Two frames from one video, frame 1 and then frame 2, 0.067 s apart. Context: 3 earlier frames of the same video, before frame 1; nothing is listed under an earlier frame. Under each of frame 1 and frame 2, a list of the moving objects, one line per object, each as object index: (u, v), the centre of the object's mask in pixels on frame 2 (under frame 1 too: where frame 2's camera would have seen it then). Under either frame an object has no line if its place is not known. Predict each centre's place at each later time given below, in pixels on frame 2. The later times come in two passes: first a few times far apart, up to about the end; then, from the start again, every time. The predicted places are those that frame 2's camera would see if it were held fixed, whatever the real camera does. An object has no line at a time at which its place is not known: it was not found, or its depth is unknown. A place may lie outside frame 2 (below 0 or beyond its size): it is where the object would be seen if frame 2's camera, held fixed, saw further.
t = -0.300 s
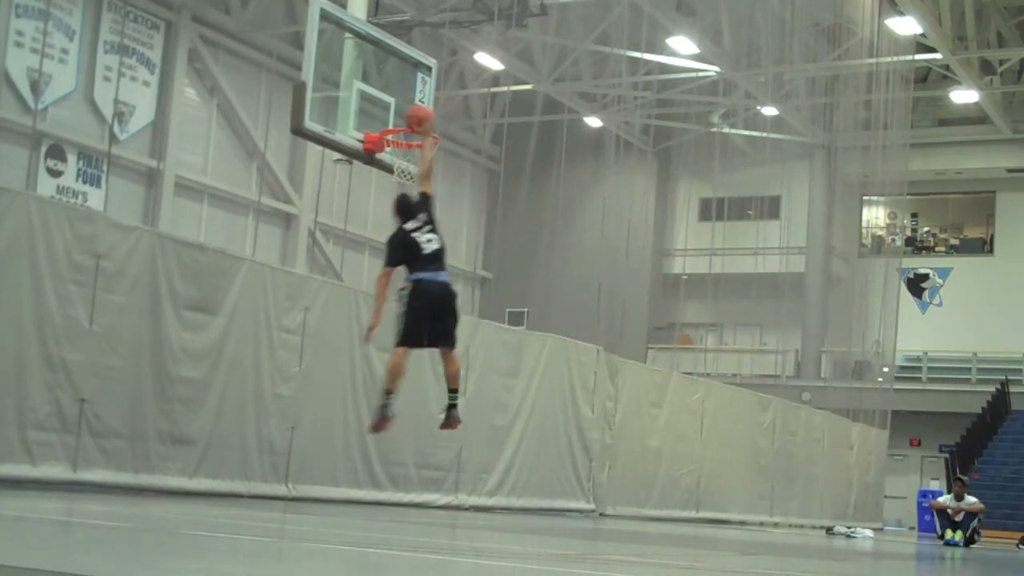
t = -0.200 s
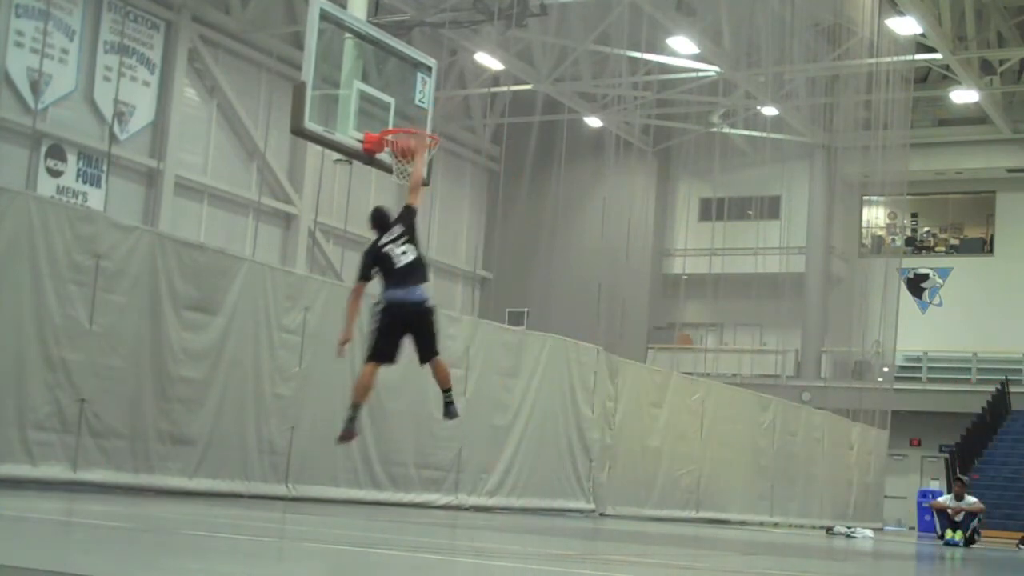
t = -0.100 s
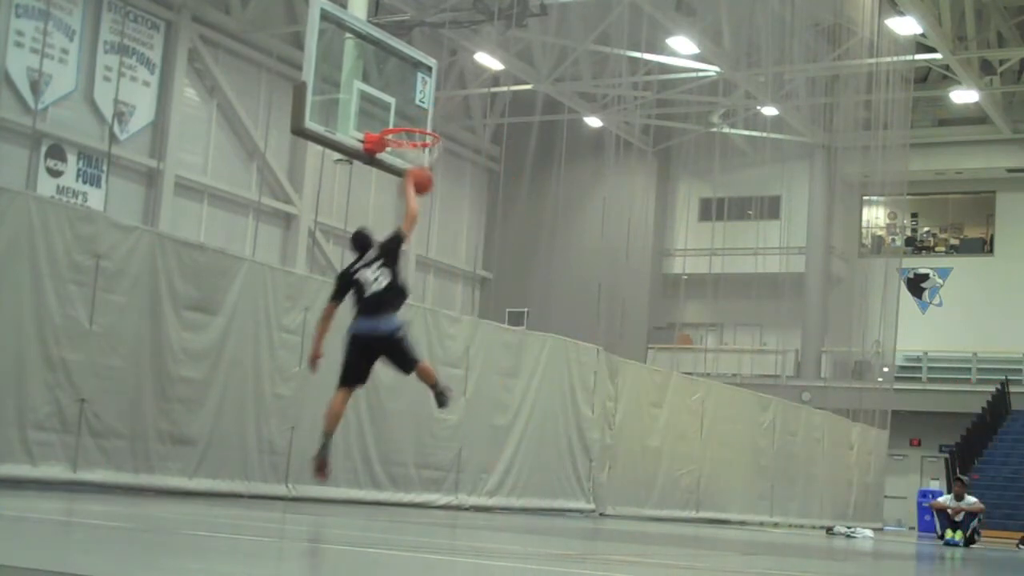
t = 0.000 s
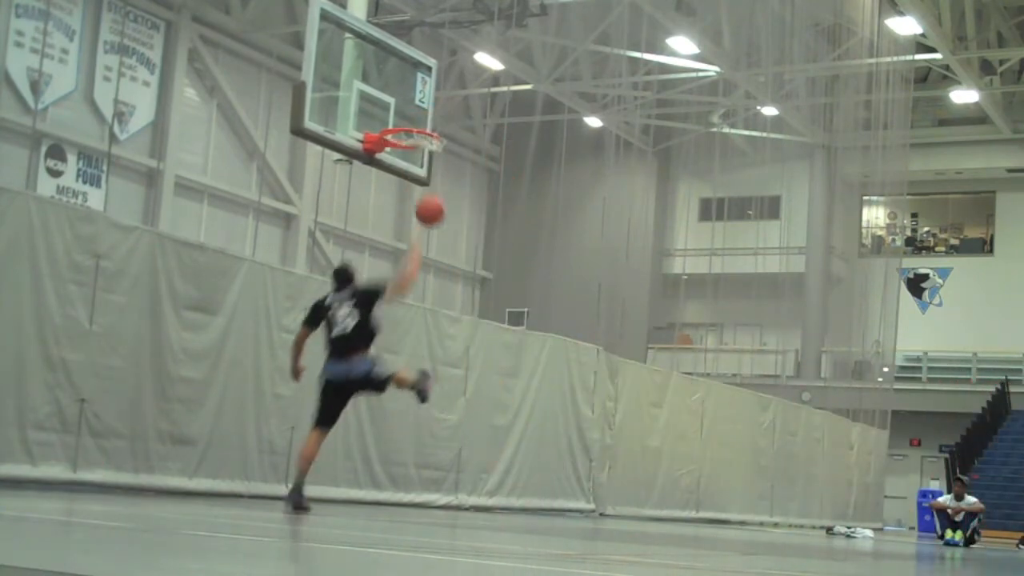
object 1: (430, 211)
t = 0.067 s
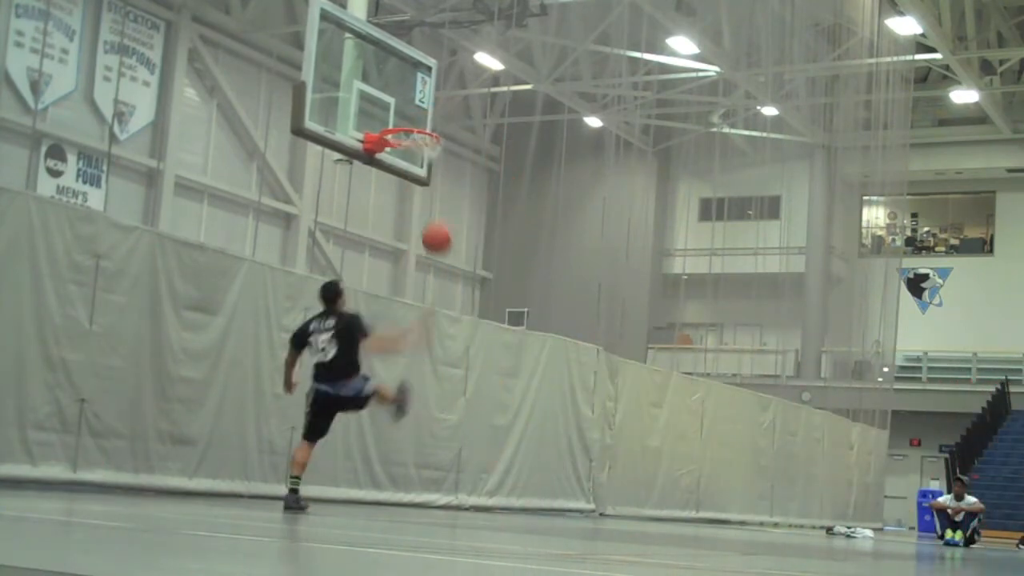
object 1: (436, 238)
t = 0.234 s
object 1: (454, 336)
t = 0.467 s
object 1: (476, 480)
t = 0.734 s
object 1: (510, 333)
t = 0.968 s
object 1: (535, 276)
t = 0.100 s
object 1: (440, 255)
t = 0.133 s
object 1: (444, 274)
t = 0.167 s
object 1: (447, 291)
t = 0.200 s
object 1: (450, 313)
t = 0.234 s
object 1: (454, 336)
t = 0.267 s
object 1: (457, 361)
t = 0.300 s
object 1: (460, 389)
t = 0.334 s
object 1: (463, 418)
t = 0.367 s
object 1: (465, 449)
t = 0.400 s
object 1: (468, 479)
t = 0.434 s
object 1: (471, 504)
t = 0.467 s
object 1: (476, 480)
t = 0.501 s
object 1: (481, 457)
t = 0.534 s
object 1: (485, 436)
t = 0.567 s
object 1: (489, 416)
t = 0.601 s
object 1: (494, 395)
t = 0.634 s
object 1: (499, 377)
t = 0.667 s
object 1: (503, 361)
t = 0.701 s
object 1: (507, 346)
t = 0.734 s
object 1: (510, 333)
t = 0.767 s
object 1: (515, 319)
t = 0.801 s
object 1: (518, 309)
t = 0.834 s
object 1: (522, 299)
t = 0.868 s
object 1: (525, 292)
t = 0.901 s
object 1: (529, 285)
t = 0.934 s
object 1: (532, 280)
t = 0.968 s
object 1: (535, 276)
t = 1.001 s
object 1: (539, 274)
